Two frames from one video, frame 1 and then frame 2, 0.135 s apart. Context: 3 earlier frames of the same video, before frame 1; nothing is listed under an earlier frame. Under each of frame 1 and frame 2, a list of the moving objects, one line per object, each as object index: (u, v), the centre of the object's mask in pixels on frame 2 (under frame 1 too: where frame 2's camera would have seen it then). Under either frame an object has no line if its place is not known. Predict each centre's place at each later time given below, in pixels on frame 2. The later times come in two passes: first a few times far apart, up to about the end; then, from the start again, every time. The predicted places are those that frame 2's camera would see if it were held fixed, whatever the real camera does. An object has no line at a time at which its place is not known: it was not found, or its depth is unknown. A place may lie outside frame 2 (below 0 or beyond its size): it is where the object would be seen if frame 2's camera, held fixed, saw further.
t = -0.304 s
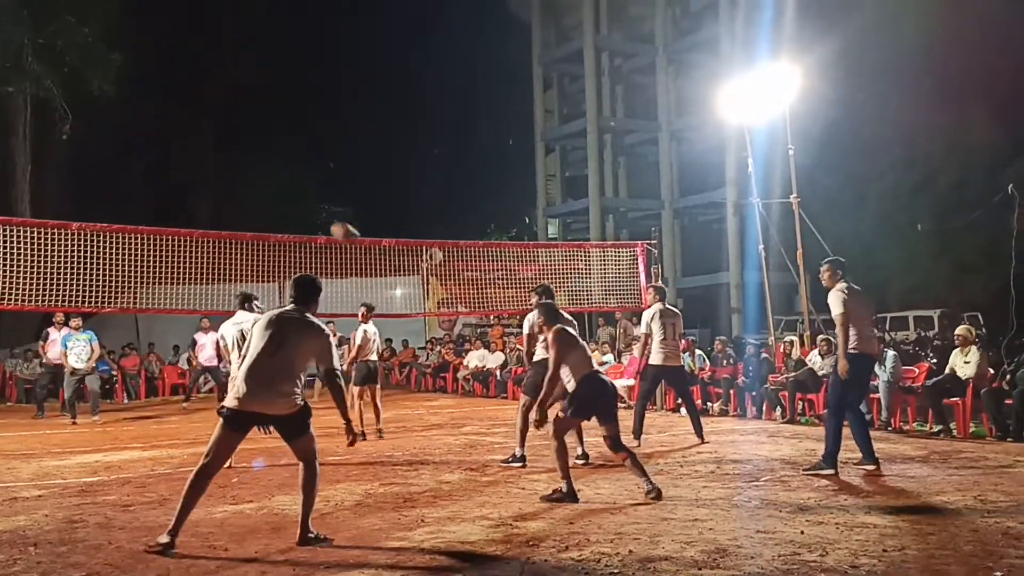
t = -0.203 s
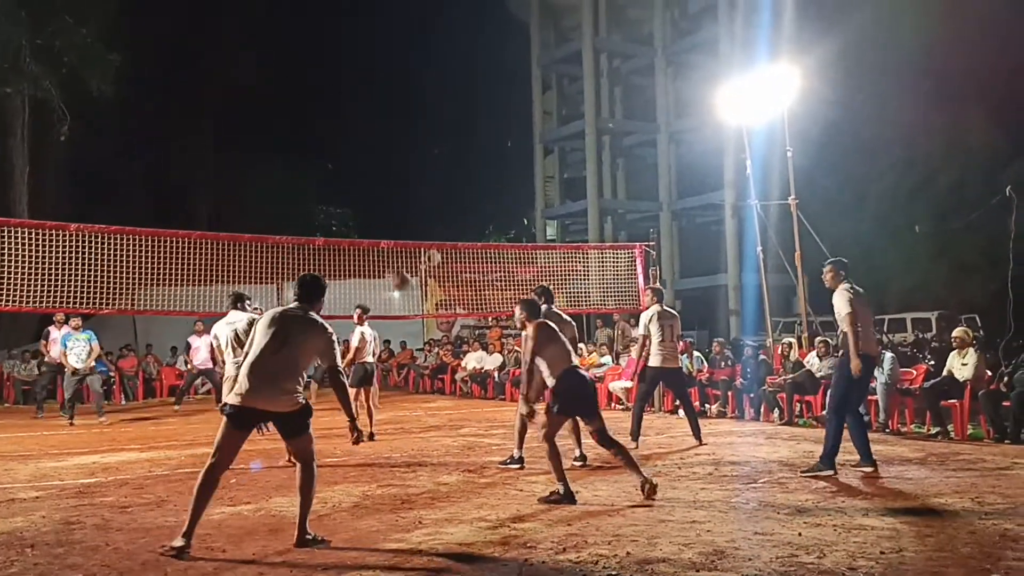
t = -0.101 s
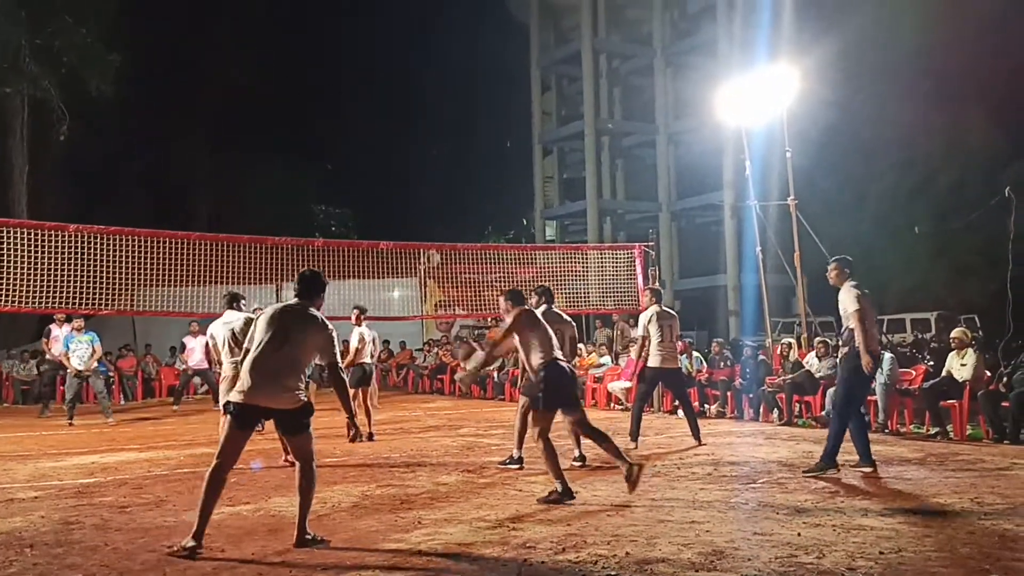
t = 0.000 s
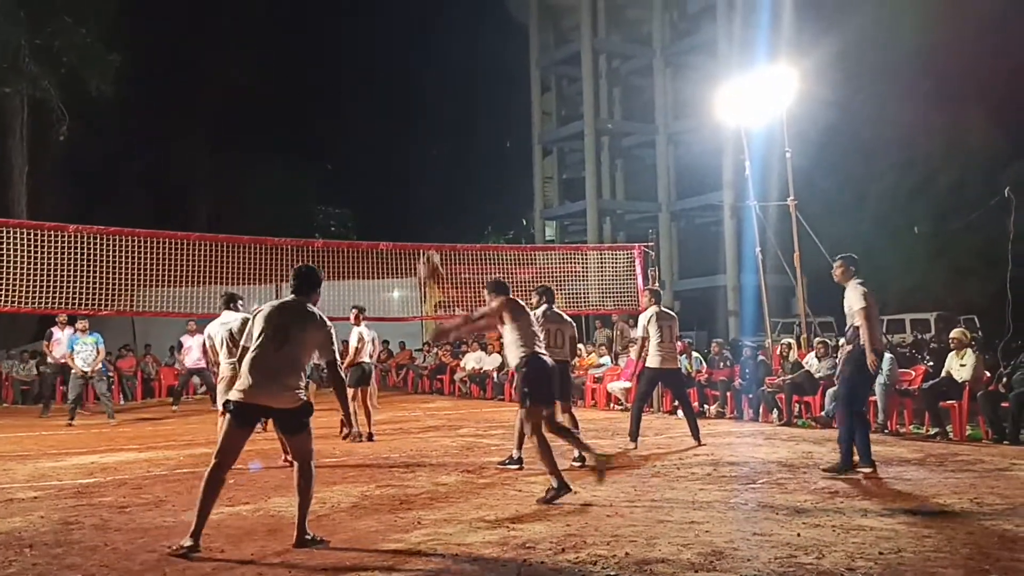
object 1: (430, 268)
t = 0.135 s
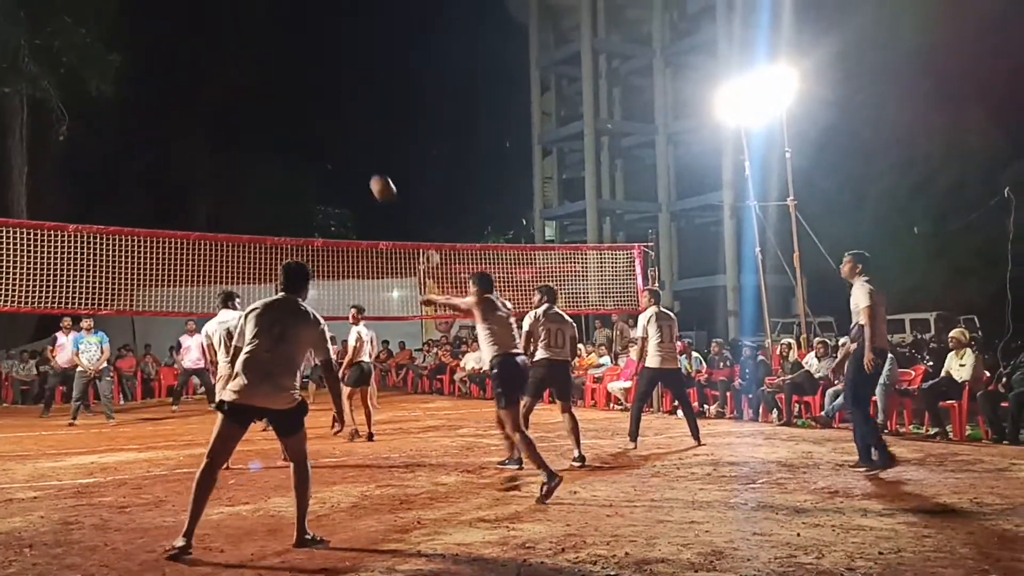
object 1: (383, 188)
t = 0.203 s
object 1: (363, 157)
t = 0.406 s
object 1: (314, 106)
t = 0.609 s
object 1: (277, 98)
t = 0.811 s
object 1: (248, 123)
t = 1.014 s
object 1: (224, 174)
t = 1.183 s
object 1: (209, 228)
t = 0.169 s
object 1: (372, 171)
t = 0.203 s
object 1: (363, 157)
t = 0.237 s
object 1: (354, 145)
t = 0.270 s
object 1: (345, 134)
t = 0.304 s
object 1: (337, 125)
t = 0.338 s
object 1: (328, 117)
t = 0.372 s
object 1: (321, 111)
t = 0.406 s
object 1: (314, 106)
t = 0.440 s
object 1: (307, 102)
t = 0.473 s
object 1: (300, 99)
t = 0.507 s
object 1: (294, 97)
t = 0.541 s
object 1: (288, 96)
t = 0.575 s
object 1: (283, 96)
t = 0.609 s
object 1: (277, 98)
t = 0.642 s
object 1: (271, 101)
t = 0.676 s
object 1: (266, 104)
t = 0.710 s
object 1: (261, 107)
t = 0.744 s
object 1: (257, 112)
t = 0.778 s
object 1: (252, 117)
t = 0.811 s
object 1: (248, 123)
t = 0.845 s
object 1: (244, 130)
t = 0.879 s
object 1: (240, 137)
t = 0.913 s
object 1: (235, 146)
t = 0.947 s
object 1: (232, 154)
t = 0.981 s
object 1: (228, 164)
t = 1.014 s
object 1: (224, 174)
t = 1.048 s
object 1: (221, 184)
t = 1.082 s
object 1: (218, 195)
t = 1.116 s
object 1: (215, 206)
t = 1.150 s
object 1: (211, 218)
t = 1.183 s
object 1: (209, 228)
